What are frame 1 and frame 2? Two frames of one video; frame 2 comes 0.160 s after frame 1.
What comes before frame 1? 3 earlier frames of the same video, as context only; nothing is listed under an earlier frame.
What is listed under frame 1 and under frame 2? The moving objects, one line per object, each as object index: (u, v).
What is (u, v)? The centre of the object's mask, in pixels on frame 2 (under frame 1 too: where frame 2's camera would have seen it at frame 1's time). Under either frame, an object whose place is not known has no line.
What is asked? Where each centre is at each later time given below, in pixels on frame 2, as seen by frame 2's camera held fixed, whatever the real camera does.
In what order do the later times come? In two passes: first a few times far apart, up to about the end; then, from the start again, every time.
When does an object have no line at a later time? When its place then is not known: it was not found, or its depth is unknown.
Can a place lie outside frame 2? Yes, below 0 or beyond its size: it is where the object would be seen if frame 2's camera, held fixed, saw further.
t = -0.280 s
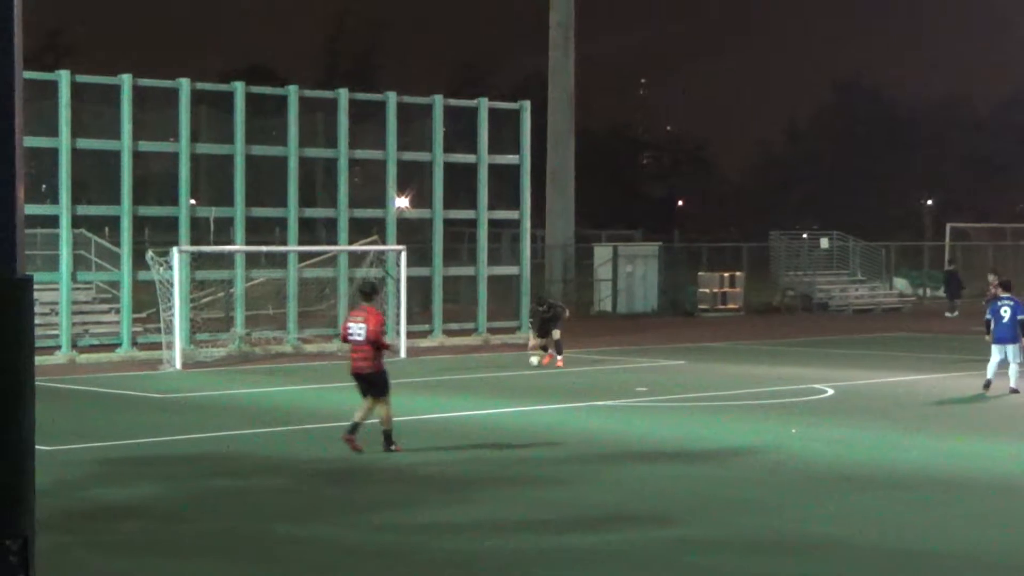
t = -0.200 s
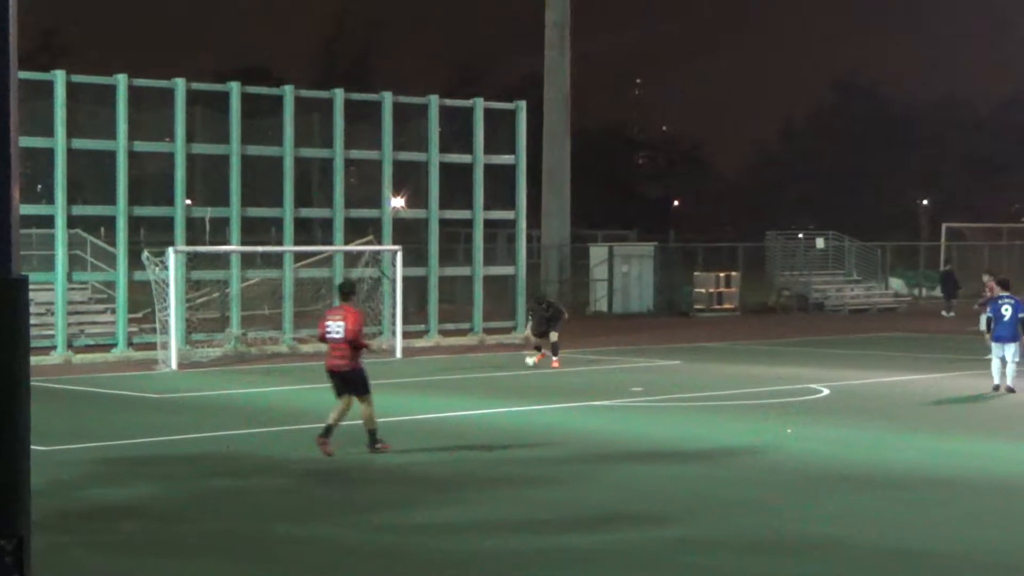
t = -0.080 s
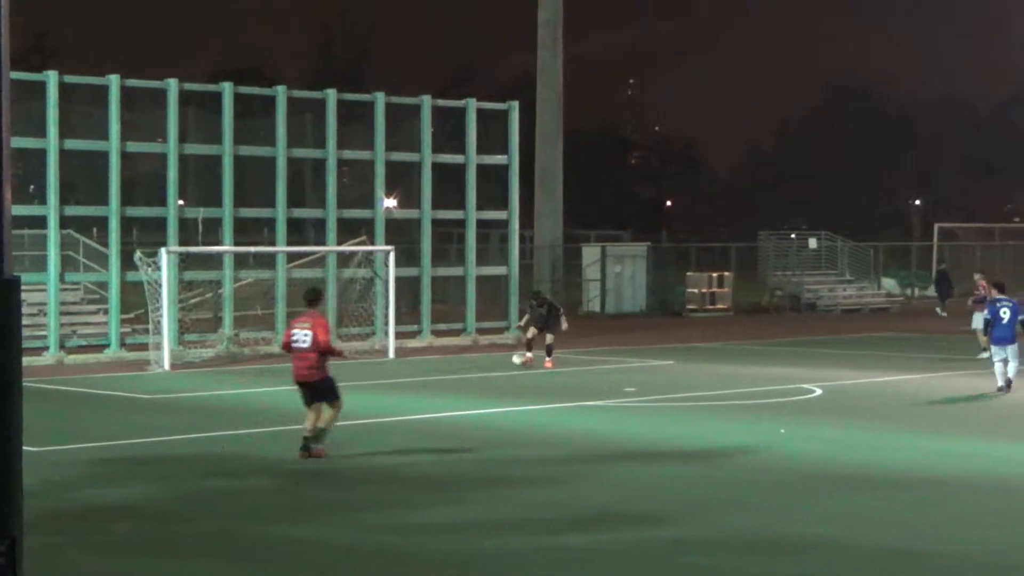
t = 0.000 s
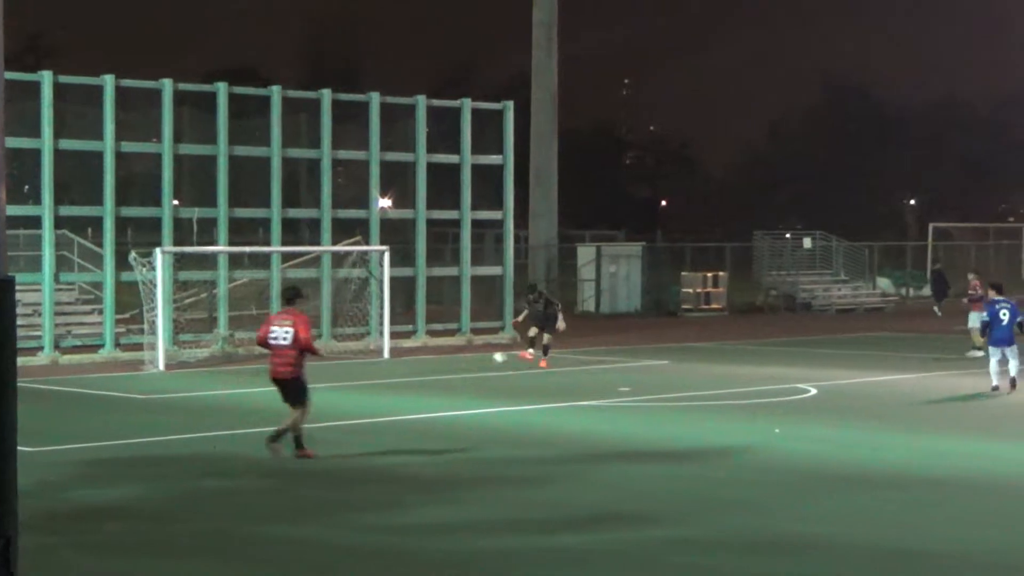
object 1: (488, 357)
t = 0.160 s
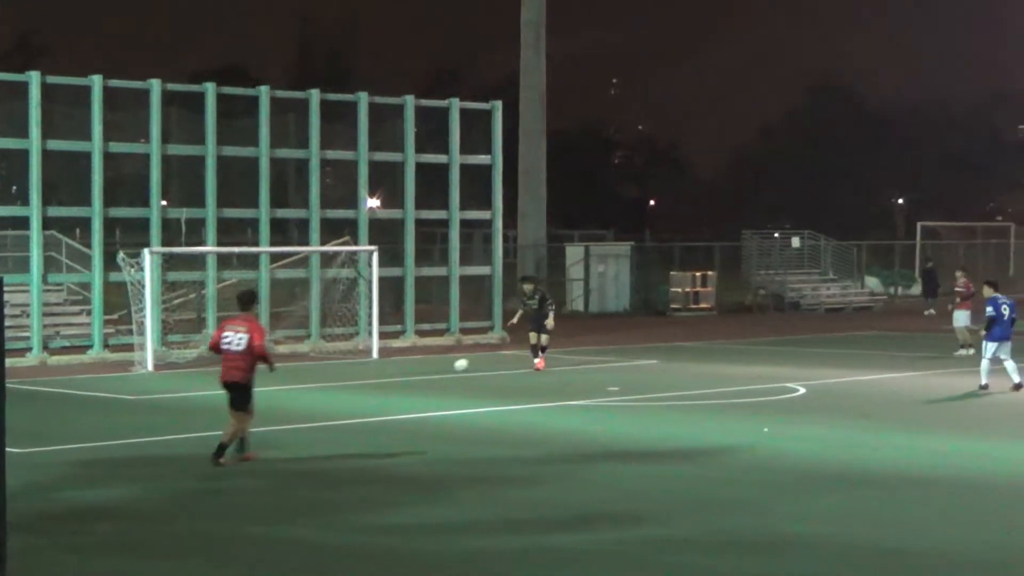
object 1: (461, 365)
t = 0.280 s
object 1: (441, 375)
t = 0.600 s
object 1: (395, 386)
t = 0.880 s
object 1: (359, 400)
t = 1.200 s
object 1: (317, 408)
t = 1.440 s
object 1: (281, 414)
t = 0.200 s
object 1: (454, 369)
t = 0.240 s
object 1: (448, 374)
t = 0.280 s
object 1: (441, 375)
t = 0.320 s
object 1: (435, 373)
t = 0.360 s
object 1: (428, 374)
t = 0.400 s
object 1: (423, 375)
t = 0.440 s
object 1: (417, 377)
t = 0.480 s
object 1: (411, 380)
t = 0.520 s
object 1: (405, 384)
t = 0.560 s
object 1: (399, 389)
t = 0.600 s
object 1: (395, 386)
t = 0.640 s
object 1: (390, 385)
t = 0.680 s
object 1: (384, 384)
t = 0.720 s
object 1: (380, 385)
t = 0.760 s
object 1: (374, 387)
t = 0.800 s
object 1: (370, 391)
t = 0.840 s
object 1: (364, 396)
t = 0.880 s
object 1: (359, 400)
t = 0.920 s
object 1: (354, 398)
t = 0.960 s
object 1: (349, 395)
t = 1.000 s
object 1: (344, 394)
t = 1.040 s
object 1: (339, 395)
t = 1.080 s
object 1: (334, 396)
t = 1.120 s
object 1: (329, 399)
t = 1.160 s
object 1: (323, 403)
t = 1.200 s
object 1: (317, 408)
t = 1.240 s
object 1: (312, 413)
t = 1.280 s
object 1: (306, 410)
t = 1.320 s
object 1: (300, 410)
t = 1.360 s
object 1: (294, 410)
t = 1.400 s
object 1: (287, 411)
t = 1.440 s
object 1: (281, 414)
